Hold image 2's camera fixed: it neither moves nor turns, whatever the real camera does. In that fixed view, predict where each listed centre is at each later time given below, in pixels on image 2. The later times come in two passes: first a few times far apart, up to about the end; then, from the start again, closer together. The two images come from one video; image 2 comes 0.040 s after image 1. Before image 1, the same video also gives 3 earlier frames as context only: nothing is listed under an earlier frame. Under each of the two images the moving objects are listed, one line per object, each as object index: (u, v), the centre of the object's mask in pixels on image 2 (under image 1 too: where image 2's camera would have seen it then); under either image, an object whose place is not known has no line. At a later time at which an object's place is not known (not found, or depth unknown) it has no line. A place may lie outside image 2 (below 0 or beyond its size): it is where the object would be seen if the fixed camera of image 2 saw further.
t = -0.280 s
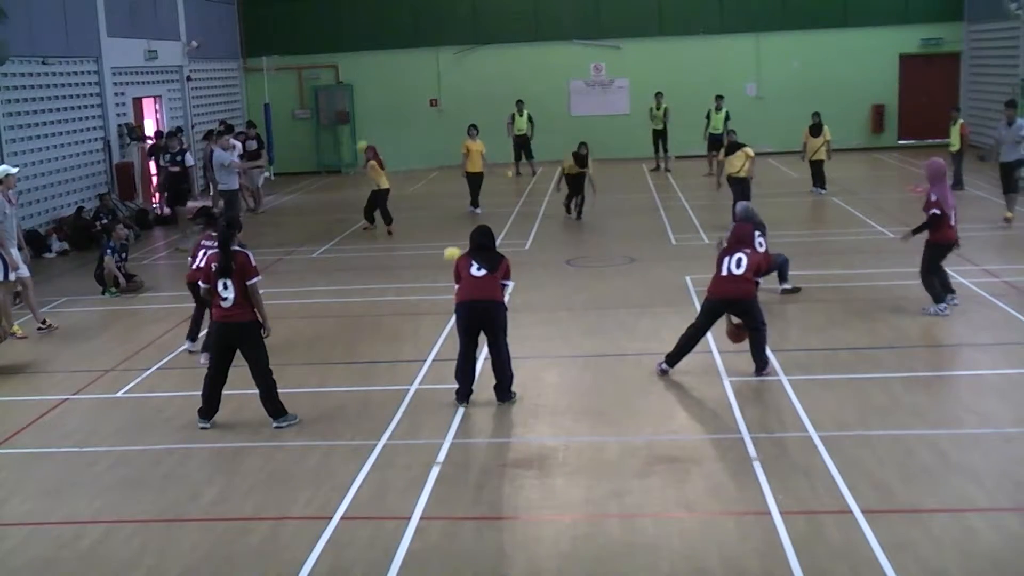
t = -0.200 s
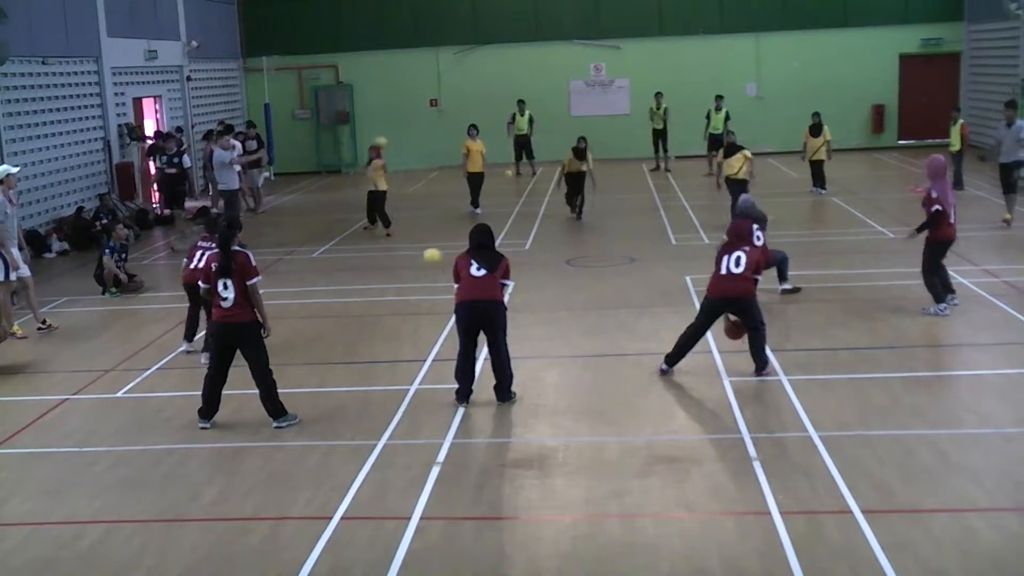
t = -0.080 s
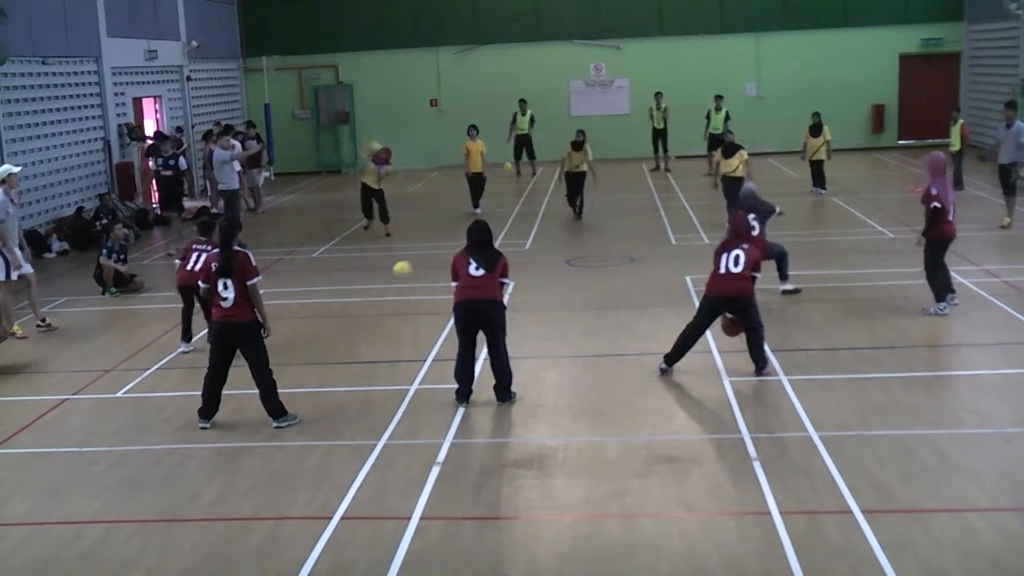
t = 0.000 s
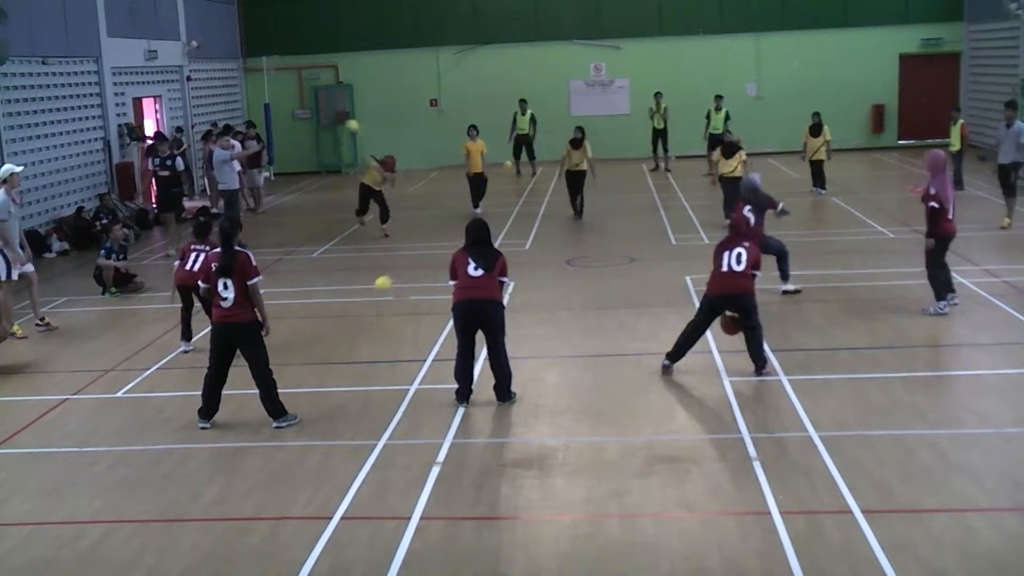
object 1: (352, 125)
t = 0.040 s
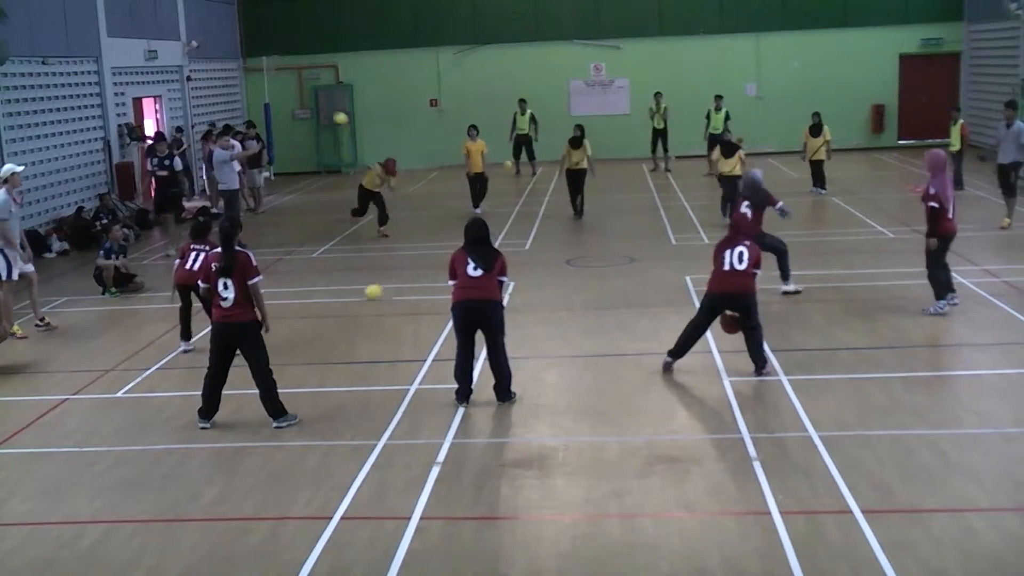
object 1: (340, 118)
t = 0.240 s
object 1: (273, 94)
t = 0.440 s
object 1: (183, 101)
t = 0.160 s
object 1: (302, 101)
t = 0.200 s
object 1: (288, 97)
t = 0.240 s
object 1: (273, 94)
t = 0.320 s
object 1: (240, 92)
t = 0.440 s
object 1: (183, 101)
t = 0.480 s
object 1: (162, 106)
